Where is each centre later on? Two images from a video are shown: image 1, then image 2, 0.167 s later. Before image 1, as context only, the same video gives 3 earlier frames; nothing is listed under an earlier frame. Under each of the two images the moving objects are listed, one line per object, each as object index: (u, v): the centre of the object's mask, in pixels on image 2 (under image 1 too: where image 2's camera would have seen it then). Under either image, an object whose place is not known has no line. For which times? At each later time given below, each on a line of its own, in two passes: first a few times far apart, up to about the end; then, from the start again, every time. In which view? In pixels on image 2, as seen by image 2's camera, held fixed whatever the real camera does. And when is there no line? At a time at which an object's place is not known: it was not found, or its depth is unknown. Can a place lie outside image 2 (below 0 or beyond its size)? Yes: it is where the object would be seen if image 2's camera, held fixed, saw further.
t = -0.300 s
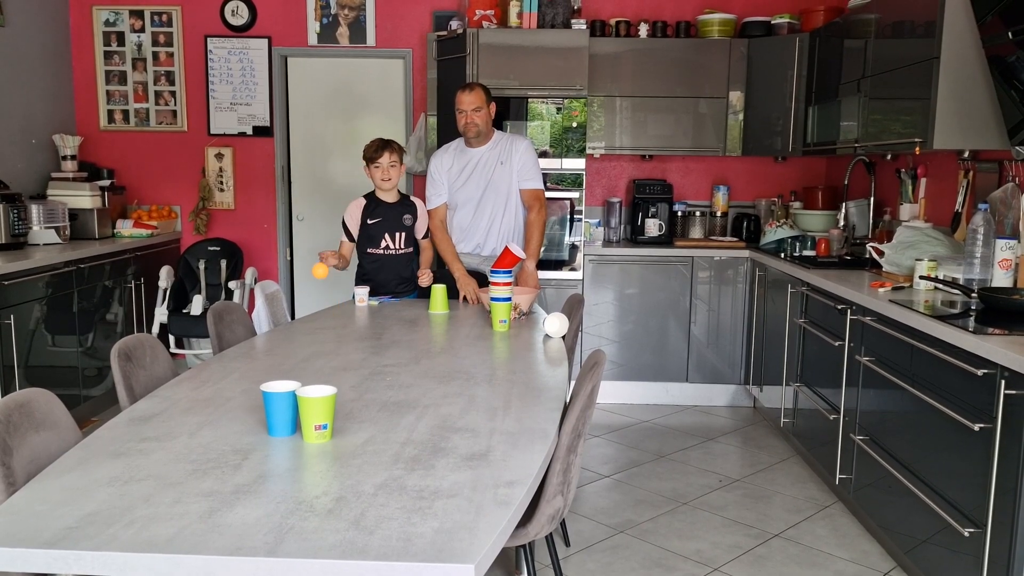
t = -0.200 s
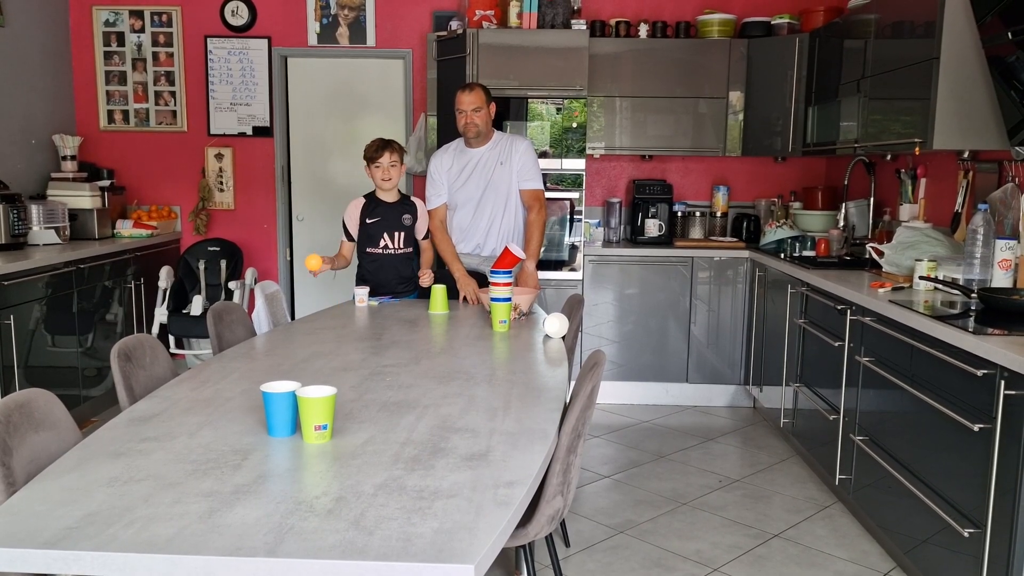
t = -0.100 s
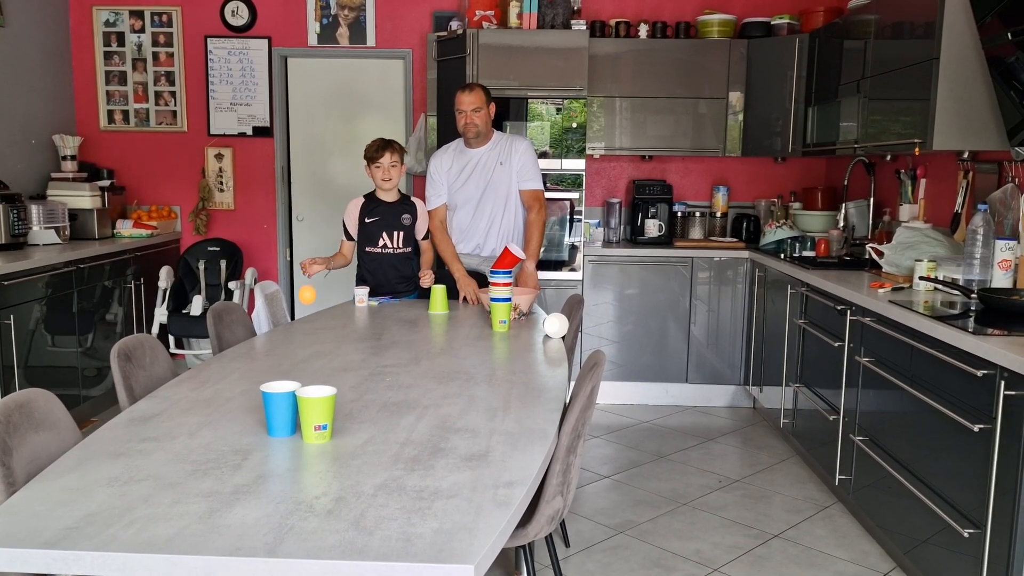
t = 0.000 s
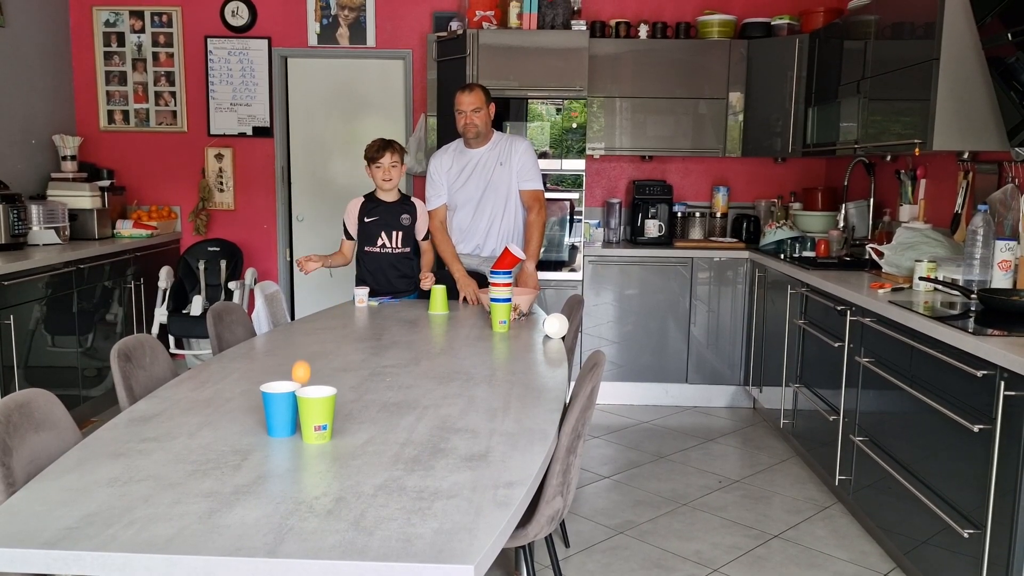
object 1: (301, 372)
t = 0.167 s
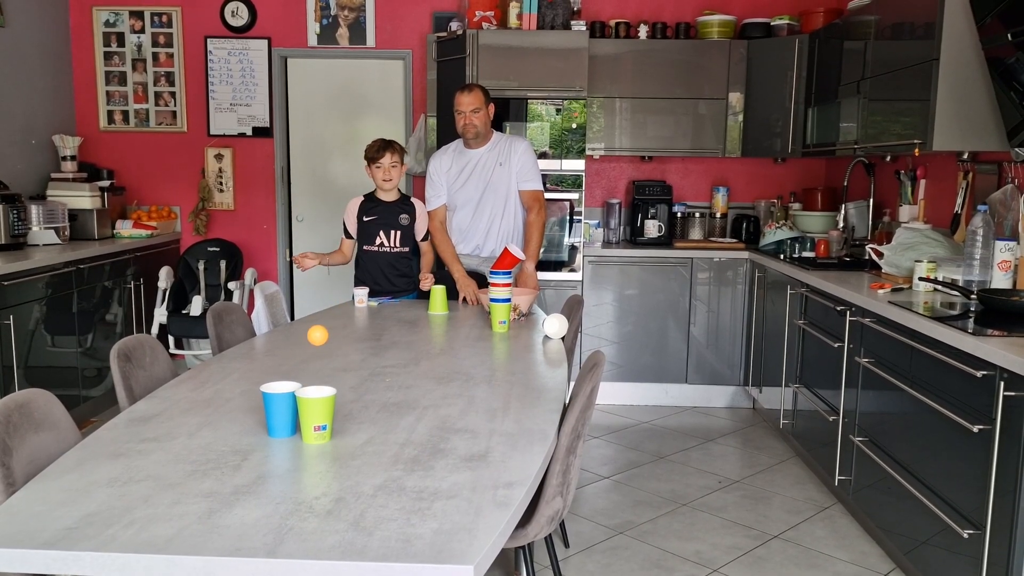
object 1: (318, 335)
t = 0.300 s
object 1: (336, 391)
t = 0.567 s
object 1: (368, 412)
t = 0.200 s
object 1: (322, 341)
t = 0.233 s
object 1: (326, 352)
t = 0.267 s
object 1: (330, 368)
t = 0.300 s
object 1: (336, 391)
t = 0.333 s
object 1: (340, 421)
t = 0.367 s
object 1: (345, 457)
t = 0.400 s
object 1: (349, 476)
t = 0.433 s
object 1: (353, 453)
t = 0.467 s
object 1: (356, 435)
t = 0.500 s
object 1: (360, 422)
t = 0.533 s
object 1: (364, 414)
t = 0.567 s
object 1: (368, 412)
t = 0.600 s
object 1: (372, 417)
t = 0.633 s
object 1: (377, 429)
